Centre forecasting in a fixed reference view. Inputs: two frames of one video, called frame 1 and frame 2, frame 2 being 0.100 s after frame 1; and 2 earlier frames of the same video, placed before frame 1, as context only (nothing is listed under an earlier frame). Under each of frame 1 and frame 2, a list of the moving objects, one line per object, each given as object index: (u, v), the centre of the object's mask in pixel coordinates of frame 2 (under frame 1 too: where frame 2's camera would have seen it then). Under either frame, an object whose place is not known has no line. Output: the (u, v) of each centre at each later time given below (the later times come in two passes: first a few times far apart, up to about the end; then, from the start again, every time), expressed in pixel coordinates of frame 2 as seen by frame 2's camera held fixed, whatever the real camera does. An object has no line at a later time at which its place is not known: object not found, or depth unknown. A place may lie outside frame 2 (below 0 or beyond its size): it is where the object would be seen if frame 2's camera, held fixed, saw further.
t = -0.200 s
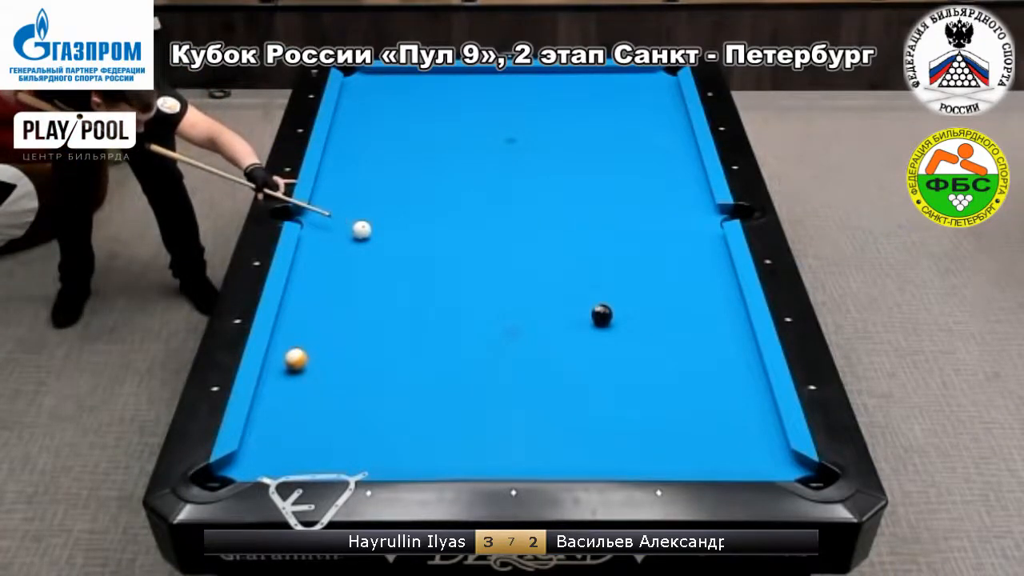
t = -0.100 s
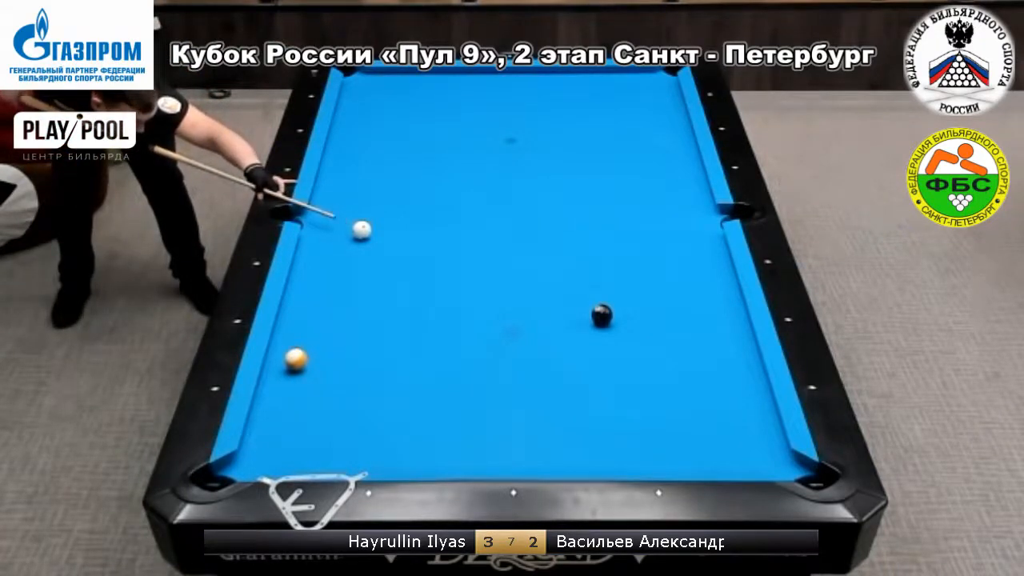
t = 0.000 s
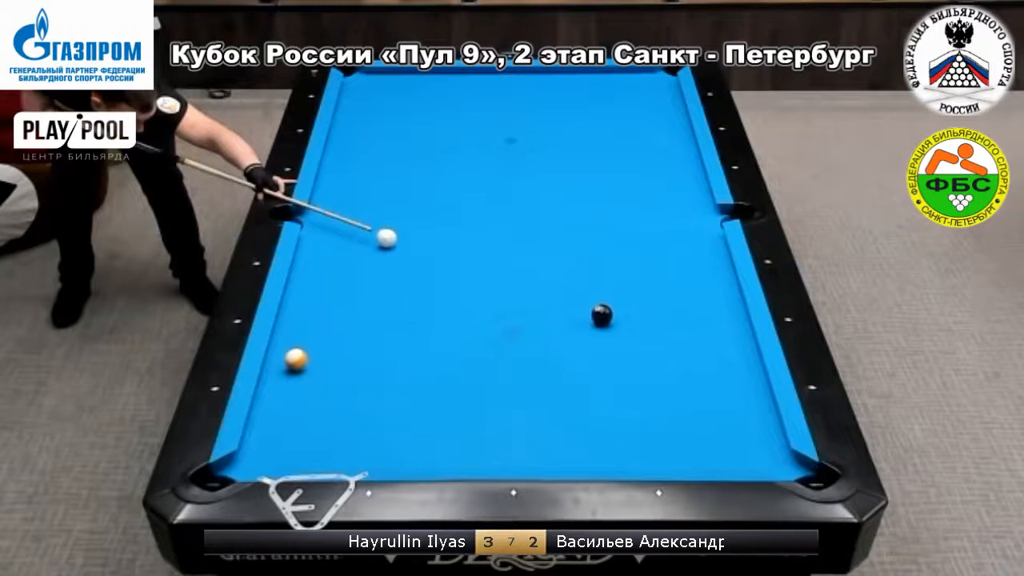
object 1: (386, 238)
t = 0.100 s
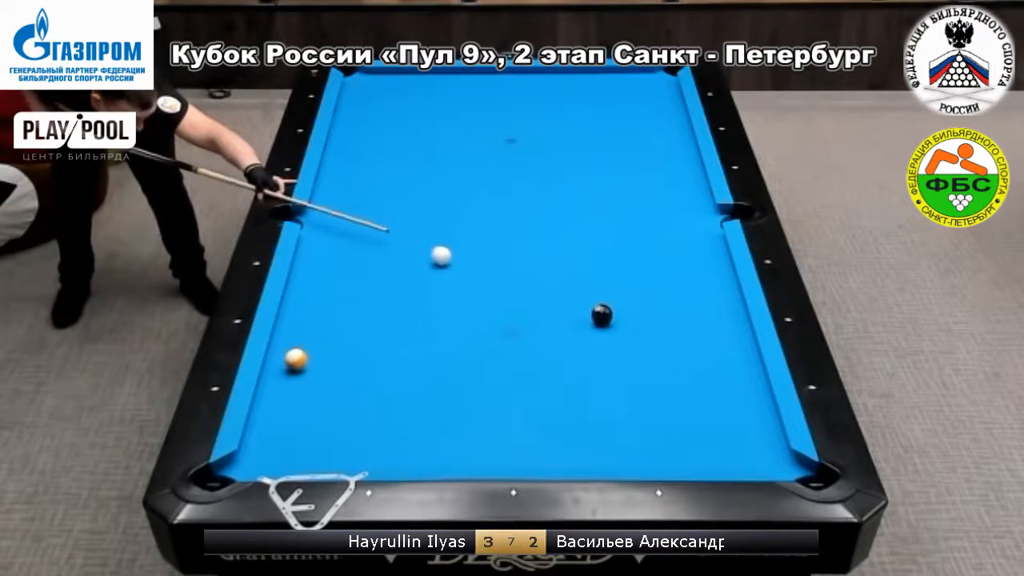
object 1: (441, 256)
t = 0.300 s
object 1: (555, 293)
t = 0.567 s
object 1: (660, 298)
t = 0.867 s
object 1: (710, 295)
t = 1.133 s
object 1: (652, 292)
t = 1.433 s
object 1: (591, 288)
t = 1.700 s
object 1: (540, 285)
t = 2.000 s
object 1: (485, 282)
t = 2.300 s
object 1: (433, 279)
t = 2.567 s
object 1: (389, 277)
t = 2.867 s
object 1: (342, 275)
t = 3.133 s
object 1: (303, 274)
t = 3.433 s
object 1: (321, 272)
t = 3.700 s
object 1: (343, 271)
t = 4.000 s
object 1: (364, 271)
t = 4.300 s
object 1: (383, 270)
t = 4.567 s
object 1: (398, 269)
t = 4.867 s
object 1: (412, 269)
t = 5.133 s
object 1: (422, 268)
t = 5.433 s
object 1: (432, 268)
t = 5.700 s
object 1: (438, 267)
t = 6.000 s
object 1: (443, 267)
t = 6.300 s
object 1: (445, 267)
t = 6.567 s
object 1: (445, 267)
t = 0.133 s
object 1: (459, 262)
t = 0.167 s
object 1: (478, 267)
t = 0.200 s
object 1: (497, 274)
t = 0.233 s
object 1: (516, 280)
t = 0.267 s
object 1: (536, 287)
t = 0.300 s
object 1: (555, 293)
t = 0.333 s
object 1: (575, 300)
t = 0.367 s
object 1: (593, 303)
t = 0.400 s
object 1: (603, 302)
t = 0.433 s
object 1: (614, 301)
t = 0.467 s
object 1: (624, 299)
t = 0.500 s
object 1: (636, 298)
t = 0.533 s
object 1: (648, 298)
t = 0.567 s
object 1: (660, 298)
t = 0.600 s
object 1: (672, 297)
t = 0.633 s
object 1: (684, 297)
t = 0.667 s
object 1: (696, 297)
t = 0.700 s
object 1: (708, 297)
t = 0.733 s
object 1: (720, 297)
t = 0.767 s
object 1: (732, 296)
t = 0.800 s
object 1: (726, 296)
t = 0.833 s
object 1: (717, 295)
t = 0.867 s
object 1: (710, 295)
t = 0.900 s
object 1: (702, 295)
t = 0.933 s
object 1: (695, 294)
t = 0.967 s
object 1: (688, 294)
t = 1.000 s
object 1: (681, 293)
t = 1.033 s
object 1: (673, 293)
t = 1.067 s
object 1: (666, 293)
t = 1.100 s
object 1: (659, 292)
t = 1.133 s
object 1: (652, 292)
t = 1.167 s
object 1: (645, 291)
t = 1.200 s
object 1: (638, 291)
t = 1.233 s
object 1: (631, 290)
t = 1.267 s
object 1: (624, 290)
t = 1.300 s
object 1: (617, 290)
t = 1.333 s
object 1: (611, 289)
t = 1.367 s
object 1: (604, 289)
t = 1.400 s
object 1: (598, 288)
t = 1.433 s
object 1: (591, 288)
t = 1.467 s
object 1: (584, 288)
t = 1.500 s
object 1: (578, 287)
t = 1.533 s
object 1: (571, 287)
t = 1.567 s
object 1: (565, 287)
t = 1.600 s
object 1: (558, 286)
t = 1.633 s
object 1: (552, 286)
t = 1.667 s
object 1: (546, 286)
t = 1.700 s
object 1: (540, 285)
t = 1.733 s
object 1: (533, 285)
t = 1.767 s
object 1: (527, 285)
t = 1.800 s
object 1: (521, 284)
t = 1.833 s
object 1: (515, 284)
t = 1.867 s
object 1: (509, 284)
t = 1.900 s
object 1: (502, 283)
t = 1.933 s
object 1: (496, 283)
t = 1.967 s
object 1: (491, 282)
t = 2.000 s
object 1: (485, 282)
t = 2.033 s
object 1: (479, 282)
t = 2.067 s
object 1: (473, 281)
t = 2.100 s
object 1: (467, 281)
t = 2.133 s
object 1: (461, 281)
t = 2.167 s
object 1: (455, 281)
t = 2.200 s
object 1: (450, 280)
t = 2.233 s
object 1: (444, 280)
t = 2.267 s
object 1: (438, 280)
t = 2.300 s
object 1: (433, 279)
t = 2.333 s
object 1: (427, 279)
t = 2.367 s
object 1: (421, 279)
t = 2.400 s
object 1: (416, 278)
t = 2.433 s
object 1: (410, 278)
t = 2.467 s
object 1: (405, 278)
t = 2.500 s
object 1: (400, 278)
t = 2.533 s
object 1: (394, 277)
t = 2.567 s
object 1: (389, 277)
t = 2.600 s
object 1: (384, 277)
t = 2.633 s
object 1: (378, 277)
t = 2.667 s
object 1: (373, 276)
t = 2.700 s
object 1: (368, 276)
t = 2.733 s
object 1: (363, 276)
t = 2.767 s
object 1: (358, 276)
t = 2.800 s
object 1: (352, 275)
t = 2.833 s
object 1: (347, 275)
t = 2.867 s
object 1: (342, 275)
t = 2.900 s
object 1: (337, 275)
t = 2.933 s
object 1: (332, 275)
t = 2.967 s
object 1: (327, 274)
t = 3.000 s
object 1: (322, 274)
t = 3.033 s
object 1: (317, 274)
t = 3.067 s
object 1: (312, 274)
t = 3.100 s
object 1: (308, 274)
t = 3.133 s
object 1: (303, 274)
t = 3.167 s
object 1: (298, 274)
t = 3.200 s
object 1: (300, 273)
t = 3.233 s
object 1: (303, 273)
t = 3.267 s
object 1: (307, 273)
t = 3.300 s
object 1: (309, 273)
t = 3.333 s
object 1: (313, 273)
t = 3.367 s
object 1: (315, 272)
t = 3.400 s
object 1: (318, 272)
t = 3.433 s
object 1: (321, 272)
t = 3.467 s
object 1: (324, 272)
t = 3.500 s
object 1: (327, 272)
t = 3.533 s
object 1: (330, 272)
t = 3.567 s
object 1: (332, 272)
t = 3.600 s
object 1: (335, 271)
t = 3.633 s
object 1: (337, 271)
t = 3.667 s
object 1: (340, 271)
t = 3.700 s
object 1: (343, 271)
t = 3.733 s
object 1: (345, 271)
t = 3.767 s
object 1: (347, 271)
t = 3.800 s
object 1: (350, 271)
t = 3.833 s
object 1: (352, 271)
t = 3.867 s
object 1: (355, 271)
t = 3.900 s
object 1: (358, 271)
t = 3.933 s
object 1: (360, 271)
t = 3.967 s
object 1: (362, 271)
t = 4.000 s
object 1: (364, 271)
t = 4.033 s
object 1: (366, 270)
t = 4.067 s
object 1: (368, 270)
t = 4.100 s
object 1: (371, 270)
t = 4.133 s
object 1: (373, 270)
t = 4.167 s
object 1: (375, 270)
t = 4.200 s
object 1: (377, 270)
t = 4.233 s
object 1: (379, 270)
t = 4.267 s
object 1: (381, 270)
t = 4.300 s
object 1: (383, 270)
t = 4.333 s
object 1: (385, 270)
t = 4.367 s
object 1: (387, 269)
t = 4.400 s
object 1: (389, 269)
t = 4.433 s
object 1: (390, 269)
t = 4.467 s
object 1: (392, 269)
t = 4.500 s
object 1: (394, 269)
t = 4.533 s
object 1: (396, 269)
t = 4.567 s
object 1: (398, 269)
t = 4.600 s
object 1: (399, 269)
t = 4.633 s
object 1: (401, 269)
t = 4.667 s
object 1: (402, 269)
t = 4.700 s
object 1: (404, 269)
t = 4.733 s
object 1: (406, 269)
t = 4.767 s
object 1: (407, 269)
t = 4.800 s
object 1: (409, 269)
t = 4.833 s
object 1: (410, 269)
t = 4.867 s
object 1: (412, 269)
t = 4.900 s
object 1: (413, 268)
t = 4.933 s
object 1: (415, 269)
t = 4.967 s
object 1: (416, 268)
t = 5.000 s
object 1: (417, 268)
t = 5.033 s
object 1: (419, 268)
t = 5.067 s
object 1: (420, 268)
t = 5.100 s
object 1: (421, 268)
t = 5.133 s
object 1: (422, 268)
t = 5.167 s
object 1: (423, 268)
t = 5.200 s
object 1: (425, 268)
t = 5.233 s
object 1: (426, 268)
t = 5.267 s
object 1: (427, 268)
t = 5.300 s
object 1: (428, 268)
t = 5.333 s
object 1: (429, 268)
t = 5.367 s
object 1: (430, 268)
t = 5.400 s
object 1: (431, 268)
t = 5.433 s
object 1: (432, 268)
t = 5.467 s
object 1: (433, 268)
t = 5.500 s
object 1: (433, 268)
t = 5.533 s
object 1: (434, 268)
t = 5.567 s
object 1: (435, 268)
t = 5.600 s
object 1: (436, 268)
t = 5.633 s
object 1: (436, 268)
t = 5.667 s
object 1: (437, 268)
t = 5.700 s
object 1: (438, 267)
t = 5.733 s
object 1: (438, 267)
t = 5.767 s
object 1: (439, 267)
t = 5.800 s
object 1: (440, 267)
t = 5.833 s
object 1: (440, 267)
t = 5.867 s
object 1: (441, 267)
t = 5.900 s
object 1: (442, 267)
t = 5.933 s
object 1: (442, 267)
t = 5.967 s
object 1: (443, 267)
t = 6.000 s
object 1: (443, 267)
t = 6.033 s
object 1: (444, 267)
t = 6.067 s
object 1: (444, 267)
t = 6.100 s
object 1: (444, 267)
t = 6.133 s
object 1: (444, 267)
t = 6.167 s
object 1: (444, 267)
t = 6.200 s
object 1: (445, 267)
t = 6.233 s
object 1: (445, 267)
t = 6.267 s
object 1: (445, 267)
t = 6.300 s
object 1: (445, 267)
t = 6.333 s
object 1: (445, 267)
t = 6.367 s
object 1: (445, 267)
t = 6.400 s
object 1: (445, 267)
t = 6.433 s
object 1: (445, 267)
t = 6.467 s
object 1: (445, 267)
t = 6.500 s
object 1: (445, 267)
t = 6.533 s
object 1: (445, 267)
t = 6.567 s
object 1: (445, 267)
